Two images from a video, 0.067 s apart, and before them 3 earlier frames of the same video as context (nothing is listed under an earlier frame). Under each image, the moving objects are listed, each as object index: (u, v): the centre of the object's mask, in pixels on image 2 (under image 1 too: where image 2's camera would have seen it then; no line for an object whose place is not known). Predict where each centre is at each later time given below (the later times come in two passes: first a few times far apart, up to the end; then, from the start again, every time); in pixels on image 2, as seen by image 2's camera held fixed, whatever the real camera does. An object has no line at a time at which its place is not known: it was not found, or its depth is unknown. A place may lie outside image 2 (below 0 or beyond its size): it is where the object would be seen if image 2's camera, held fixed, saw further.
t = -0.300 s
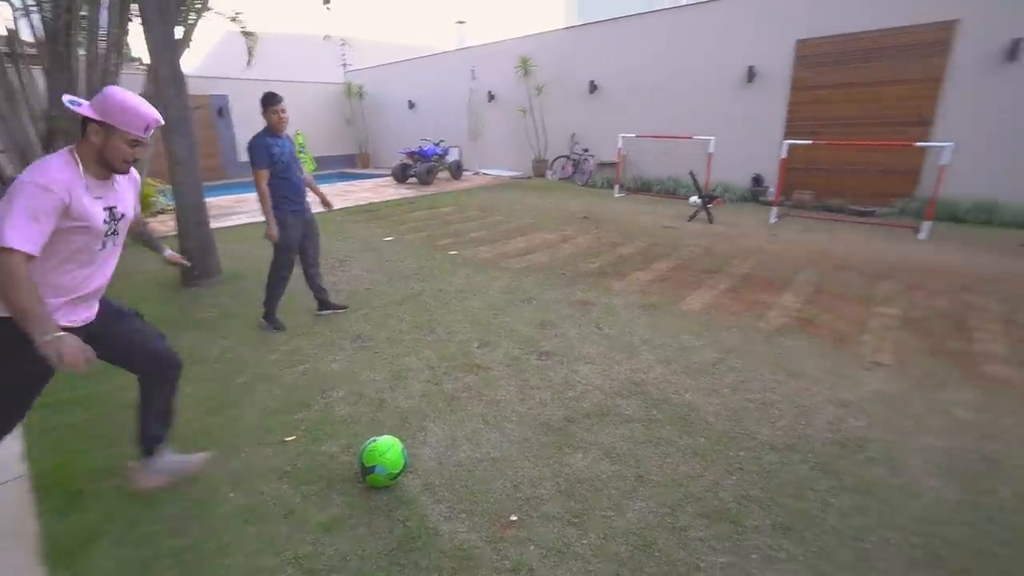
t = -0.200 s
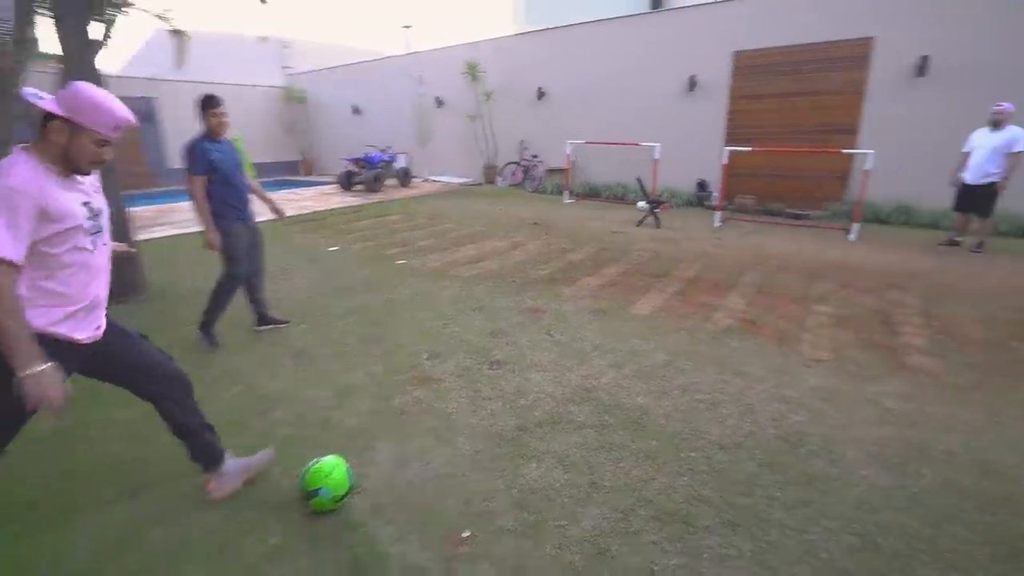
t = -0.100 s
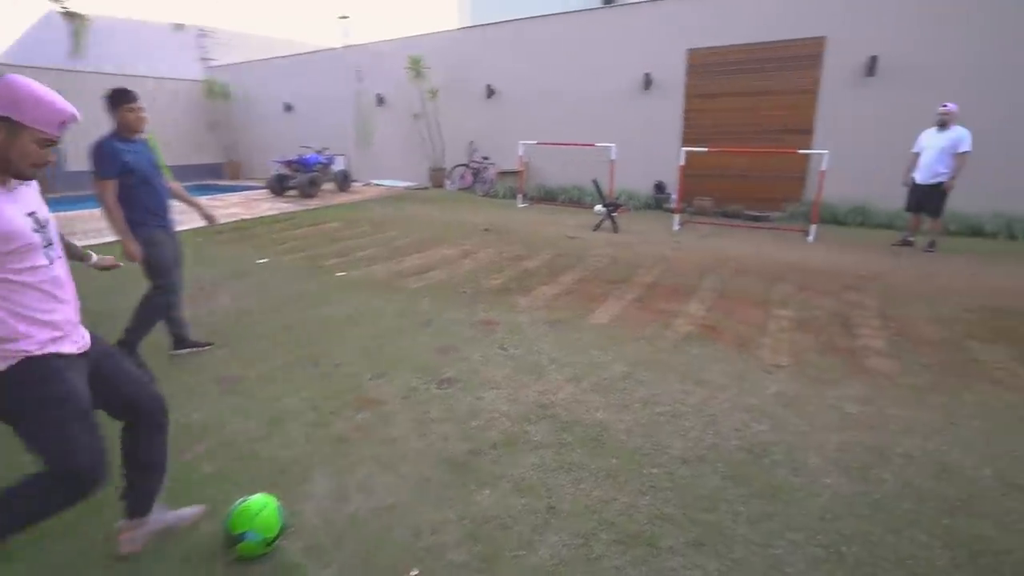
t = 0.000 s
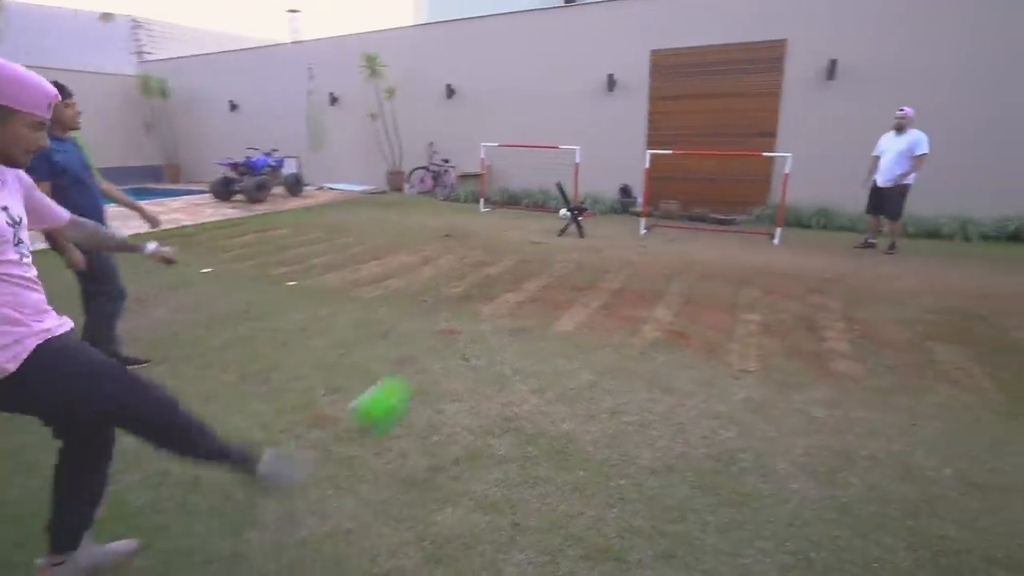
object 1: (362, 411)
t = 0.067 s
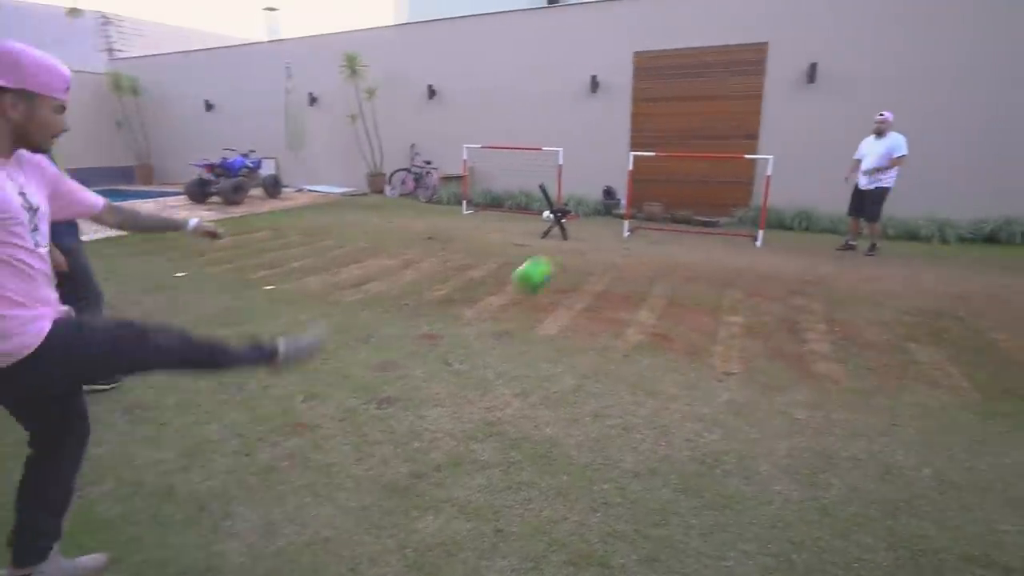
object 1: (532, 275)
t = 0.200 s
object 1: (678, 168)
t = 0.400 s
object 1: (752, 126)
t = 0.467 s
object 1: (767, 123)
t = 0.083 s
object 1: (561, 253)
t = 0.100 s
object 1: (585, 235)
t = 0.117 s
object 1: (605, 219)
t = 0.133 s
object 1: (623, 206)
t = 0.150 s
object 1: (640, 194)
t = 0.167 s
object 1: (654, 185)
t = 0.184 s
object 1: (666, 176)
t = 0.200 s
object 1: (678, 168)
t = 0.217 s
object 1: (688, 161)
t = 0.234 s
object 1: (697, 155)
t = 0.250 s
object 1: (705, 149)
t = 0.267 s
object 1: (713, 145)
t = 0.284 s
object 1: (719, 141)
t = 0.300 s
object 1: (725, 137)
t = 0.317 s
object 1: (730, 135)
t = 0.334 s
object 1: (736, 133)
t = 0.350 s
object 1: (740, 131)
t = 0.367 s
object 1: (744, 129)
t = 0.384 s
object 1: (747, 127)
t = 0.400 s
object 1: (752, 126)
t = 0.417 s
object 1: (754, 125)
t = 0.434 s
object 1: (757, 126)
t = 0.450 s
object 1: (761, 125)
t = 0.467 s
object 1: (767, 123)
